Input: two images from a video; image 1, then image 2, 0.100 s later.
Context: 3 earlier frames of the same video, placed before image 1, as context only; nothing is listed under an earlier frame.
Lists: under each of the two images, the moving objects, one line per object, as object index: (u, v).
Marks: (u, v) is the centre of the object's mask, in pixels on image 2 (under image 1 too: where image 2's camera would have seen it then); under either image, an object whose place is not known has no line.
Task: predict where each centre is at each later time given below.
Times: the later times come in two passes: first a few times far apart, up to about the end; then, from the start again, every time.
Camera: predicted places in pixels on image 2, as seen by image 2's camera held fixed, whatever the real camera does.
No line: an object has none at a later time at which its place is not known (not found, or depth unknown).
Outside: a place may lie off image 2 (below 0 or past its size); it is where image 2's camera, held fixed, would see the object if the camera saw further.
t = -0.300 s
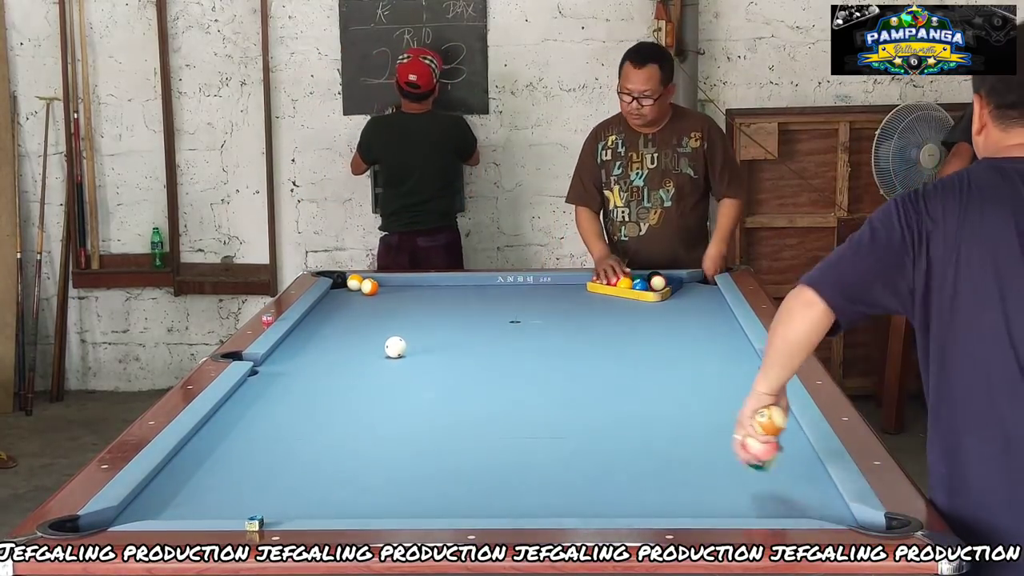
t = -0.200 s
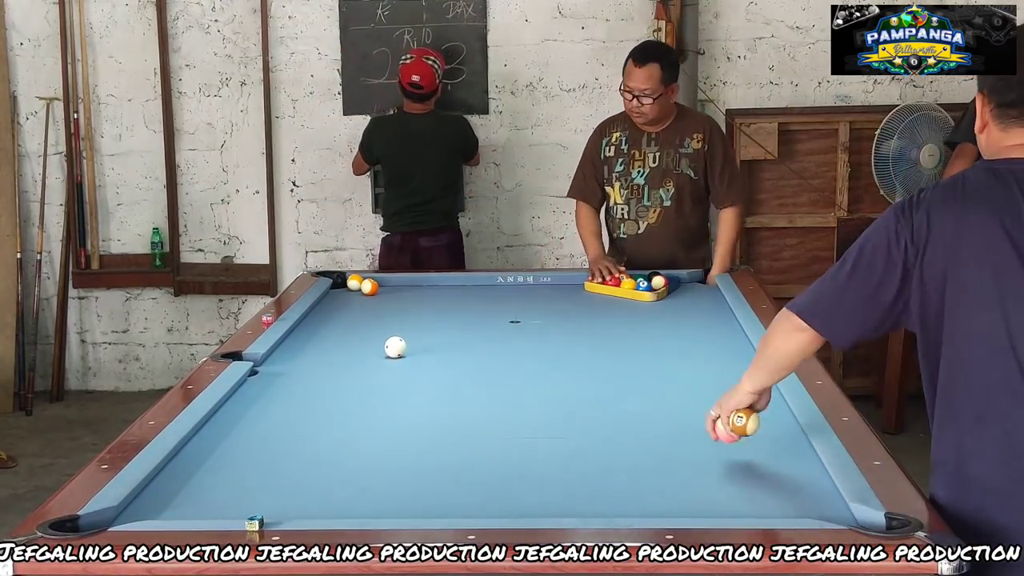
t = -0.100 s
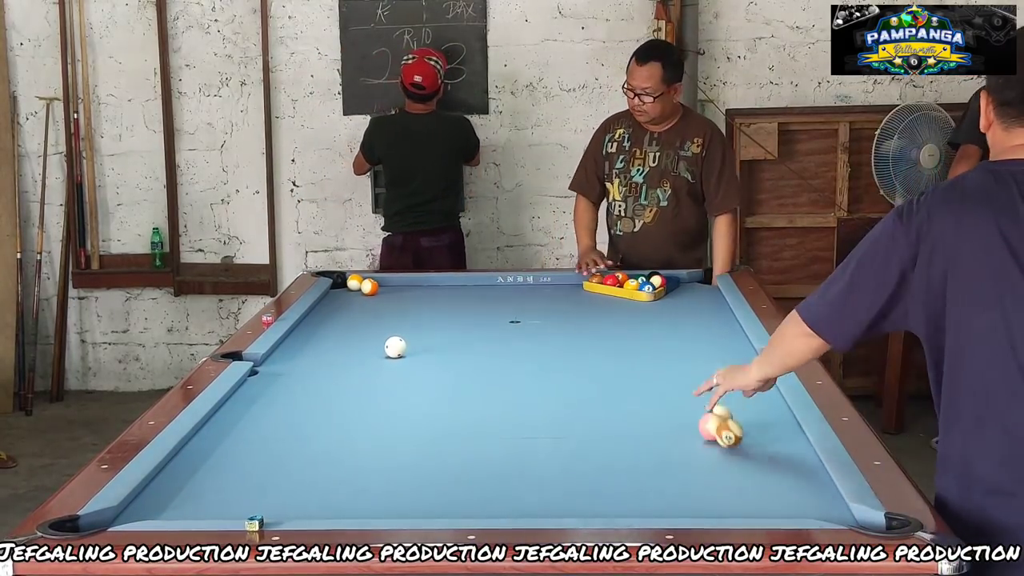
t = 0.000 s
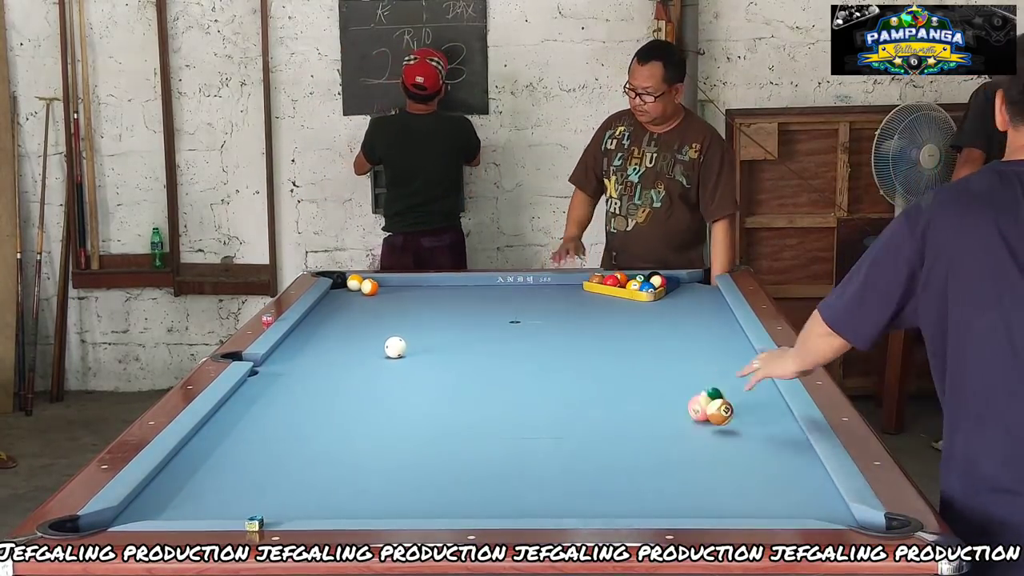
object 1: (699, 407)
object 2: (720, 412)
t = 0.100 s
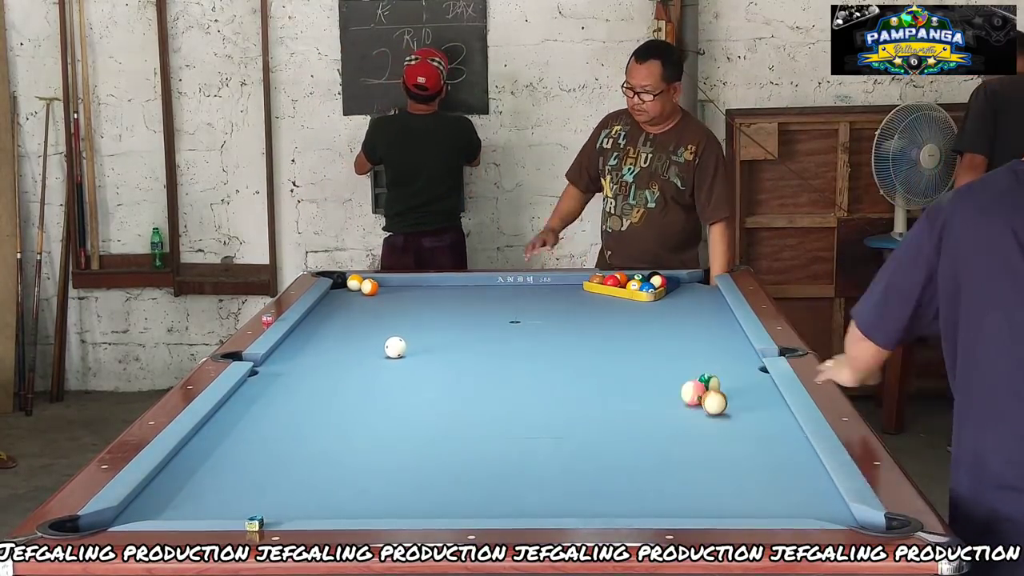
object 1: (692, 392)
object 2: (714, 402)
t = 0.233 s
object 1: (687, 377)
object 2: (713, 387)
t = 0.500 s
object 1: (676, 348)
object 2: (713, 360)
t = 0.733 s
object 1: (669, 328)
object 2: (712, 341)
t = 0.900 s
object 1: (664, 315)
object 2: (712, 329)
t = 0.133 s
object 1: (691, 388)
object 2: (714, 397)
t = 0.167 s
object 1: (690, 385)
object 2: (713, 394)
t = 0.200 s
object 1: (688, 381)
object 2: (713, 391)
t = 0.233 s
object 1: (687, 377)
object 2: (713, 387)
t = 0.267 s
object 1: (685, 373)
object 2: (713, 384)
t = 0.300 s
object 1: (684, 369)
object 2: (713, 380)
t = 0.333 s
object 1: (683, 365)
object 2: (713, 376)
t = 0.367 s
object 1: (681, 362)
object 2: (713, 374)
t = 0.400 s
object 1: (680, 359)
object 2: (713, 370)
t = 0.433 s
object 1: (679, 355)
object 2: (713, 367)
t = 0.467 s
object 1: (677, 352)
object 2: (713, 364)
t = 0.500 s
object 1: (676, 348)
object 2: (713, 360)
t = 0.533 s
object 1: (675, 345)
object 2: (713, 358)
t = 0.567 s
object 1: (674, 342)
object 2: (713, 354)
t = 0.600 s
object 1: (673, 339)
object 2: (713, 352)
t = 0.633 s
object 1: (672, 336)
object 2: (712, 350)
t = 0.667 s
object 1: (671, 333)
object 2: (713, 346)
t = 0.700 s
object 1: (670, 330)
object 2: (712, 344)
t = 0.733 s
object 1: (669, 328)
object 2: (712, 341)
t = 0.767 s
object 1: (668, 325)
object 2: (712, 338)
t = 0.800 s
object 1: (668, 322)
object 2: (712, 336)
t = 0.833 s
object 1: (666, 320)
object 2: (712, 333)
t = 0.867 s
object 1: (665, 317)
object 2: (712, 331)
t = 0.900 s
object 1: (664, 315)
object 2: (712, 329)
